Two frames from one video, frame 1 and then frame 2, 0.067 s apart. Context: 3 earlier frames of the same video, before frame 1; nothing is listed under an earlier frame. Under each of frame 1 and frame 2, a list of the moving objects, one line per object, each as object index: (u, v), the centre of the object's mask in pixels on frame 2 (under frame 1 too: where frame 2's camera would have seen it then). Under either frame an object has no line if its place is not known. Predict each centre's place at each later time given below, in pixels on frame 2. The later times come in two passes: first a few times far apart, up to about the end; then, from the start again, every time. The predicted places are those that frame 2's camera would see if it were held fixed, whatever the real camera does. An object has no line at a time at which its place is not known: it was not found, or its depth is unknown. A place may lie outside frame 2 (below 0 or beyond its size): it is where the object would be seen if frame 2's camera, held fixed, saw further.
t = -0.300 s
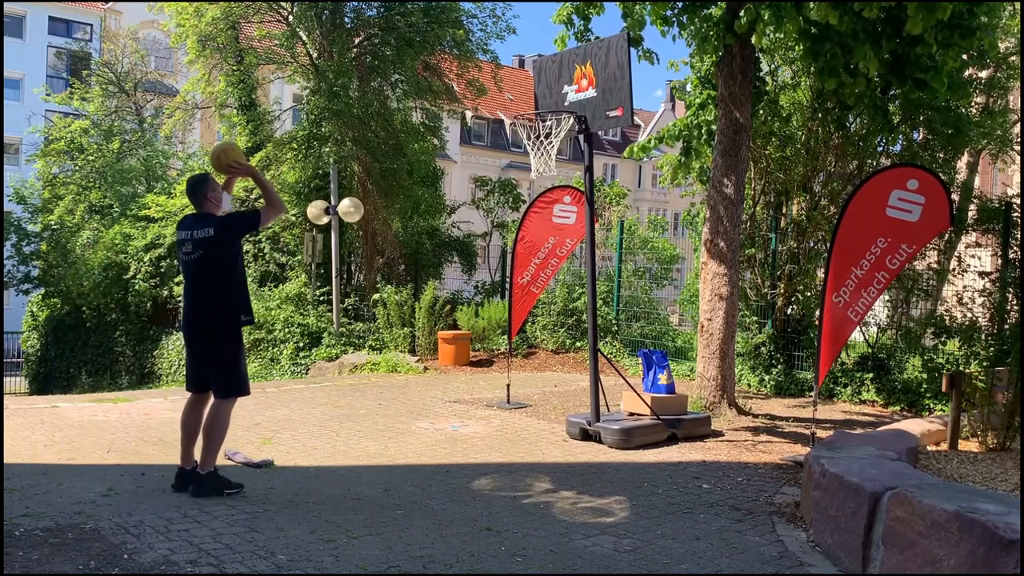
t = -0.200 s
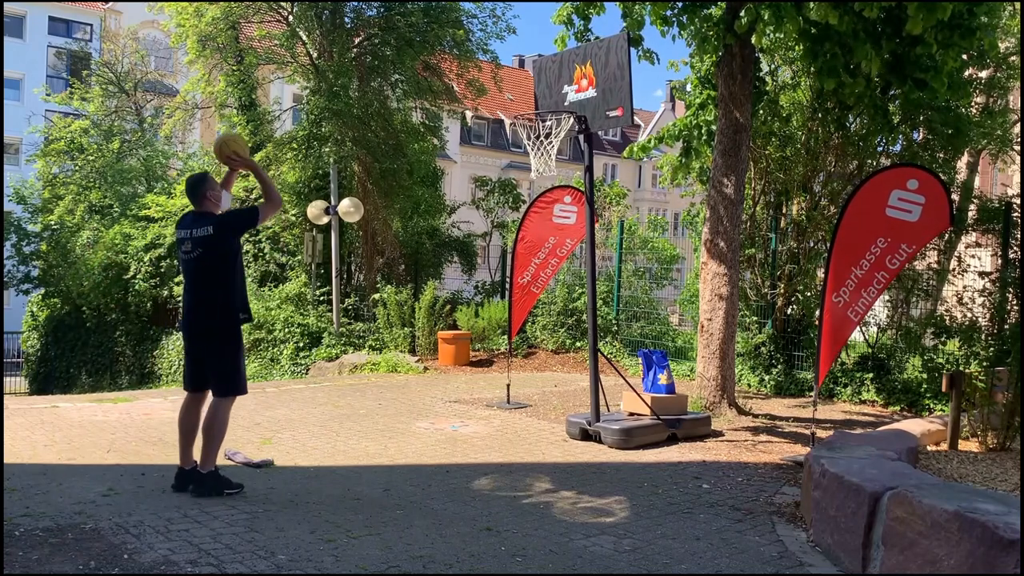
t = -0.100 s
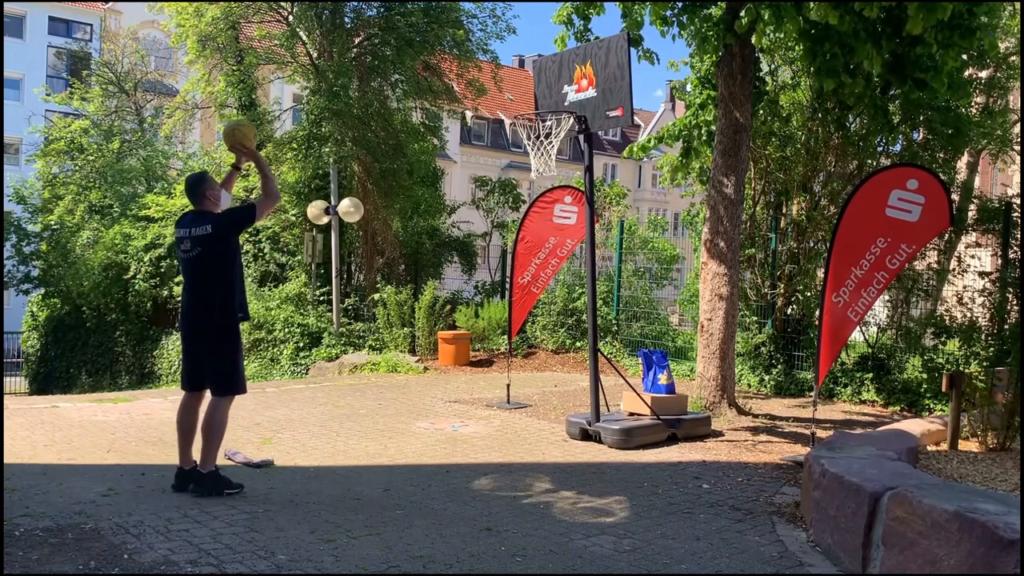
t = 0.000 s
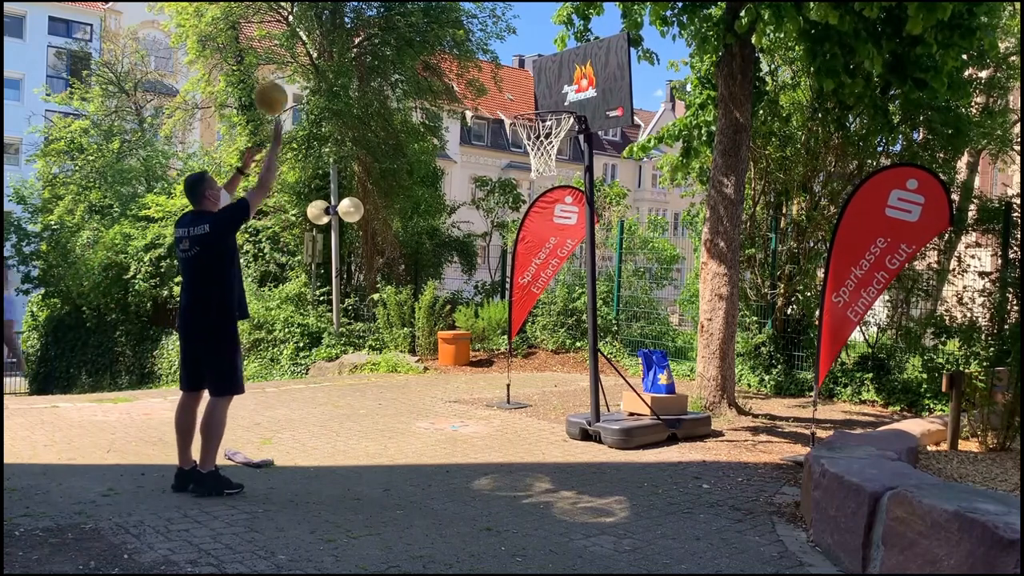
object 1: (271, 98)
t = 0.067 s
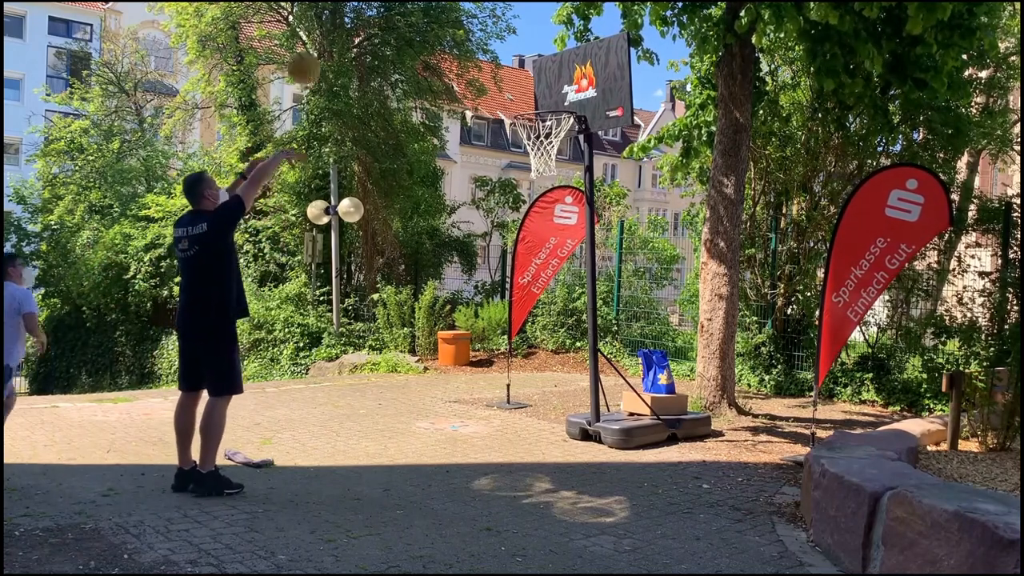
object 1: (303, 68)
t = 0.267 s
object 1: (394, 22)
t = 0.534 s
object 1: (494, 52)
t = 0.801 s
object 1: (567, 150)
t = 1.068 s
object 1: (575, 205)
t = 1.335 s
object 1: (574, 339)
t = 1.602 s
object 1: (554, 364)
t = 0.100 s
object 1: (320, 56)
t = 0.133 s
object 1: (335, 45)
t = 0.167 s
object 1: (350, 37)
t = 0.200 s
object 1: (365, 31)
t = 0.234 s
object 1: (381, 26)
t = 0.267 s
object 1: (394, 22)
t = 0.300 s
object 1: (408, 20)
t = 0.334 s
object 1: (421, 21)
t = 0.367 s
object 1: (434, 22)
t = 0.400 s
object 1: (447, 25)
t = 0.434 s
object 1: (459, 30)
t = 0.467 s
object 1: (471, 36)
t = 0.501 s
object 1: (483, 43)
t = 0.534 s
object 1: (494, 52)
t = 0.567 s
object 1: (505, 62)
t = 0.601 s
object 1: (516, 73)
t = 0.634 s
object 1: (526, 86)
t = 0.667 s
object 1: (537, 99)
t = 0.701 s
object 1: (547, 115)
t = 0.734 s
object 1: (555, 130)
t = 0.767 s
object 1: (564, 143)
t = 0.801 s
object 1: (567, 150)
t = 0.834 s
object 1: (569, 152)
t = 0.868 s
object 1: (571, 155)
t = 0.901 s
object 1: (571, 160)
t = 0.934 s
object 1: (573, 167)
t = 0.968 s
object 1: (573, 174)
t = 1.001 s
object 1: (574, 182)
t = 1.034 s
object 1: (574, 193)
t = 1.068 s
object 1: (575, 205)
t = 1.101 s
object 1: (575, 218)
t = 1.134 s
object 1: (576, 233)
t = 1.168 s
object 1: (576, 247)
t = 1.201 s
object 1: (576, 263)
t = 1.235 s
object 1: (575, 280)
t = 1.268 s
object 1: (575, 298)
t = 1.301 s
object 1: (575, 319)
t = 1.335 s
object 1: (574, 339)
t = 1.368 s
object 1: (574, 361)
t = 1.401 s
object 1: (574, 384)
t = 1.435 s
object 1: (573, 408)
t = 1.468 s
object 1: (572, 433)
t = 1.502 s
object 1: (567, 416)
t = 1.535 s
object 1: (563, 397)
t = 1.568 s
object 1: (558, 380)
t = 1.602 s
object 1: (554, 364)
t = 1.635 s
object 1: (550, 349)
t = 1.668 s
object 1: (545, 336)
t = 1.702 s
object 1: (540, 324)
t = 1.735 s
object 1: (536, 313)
